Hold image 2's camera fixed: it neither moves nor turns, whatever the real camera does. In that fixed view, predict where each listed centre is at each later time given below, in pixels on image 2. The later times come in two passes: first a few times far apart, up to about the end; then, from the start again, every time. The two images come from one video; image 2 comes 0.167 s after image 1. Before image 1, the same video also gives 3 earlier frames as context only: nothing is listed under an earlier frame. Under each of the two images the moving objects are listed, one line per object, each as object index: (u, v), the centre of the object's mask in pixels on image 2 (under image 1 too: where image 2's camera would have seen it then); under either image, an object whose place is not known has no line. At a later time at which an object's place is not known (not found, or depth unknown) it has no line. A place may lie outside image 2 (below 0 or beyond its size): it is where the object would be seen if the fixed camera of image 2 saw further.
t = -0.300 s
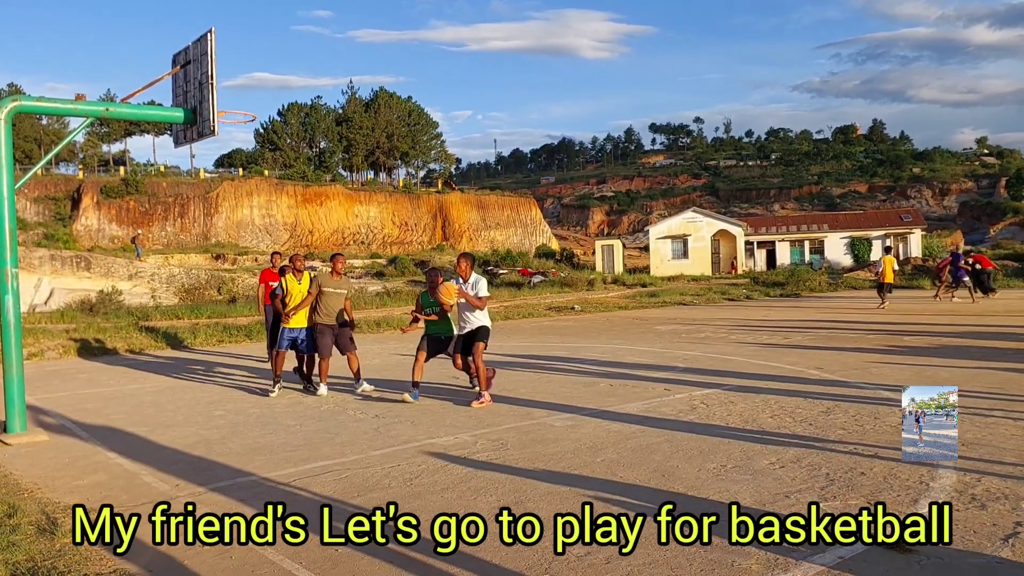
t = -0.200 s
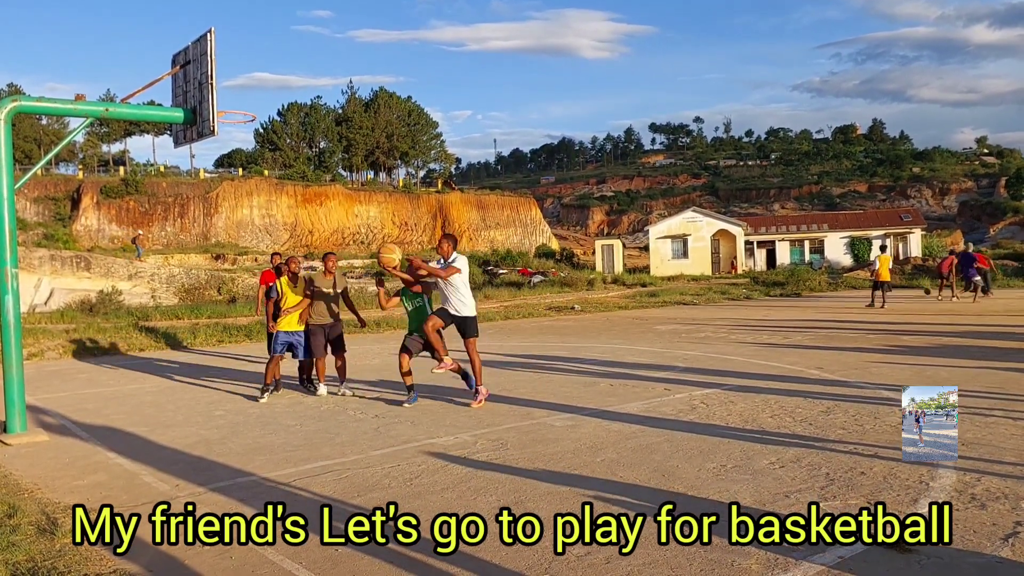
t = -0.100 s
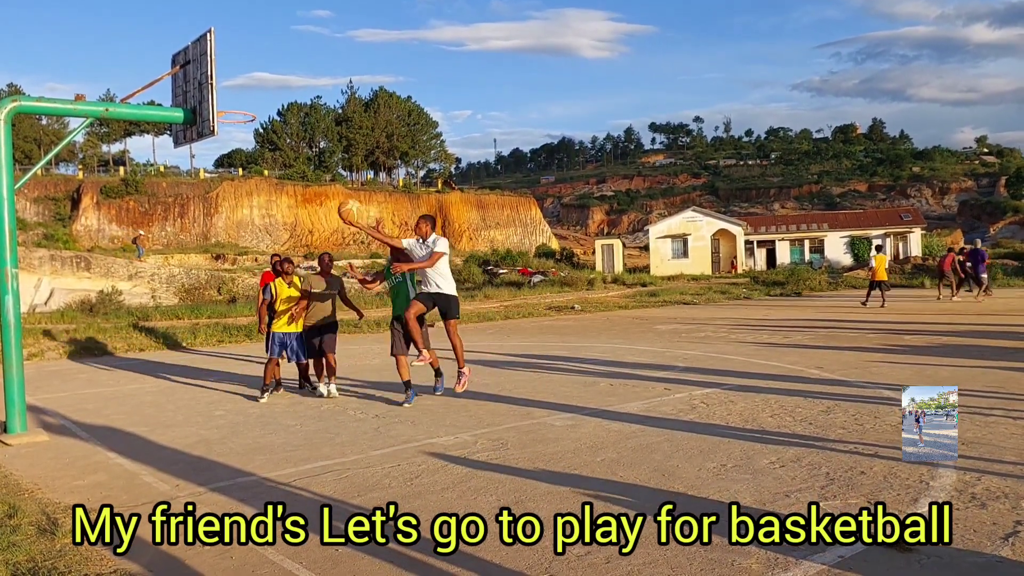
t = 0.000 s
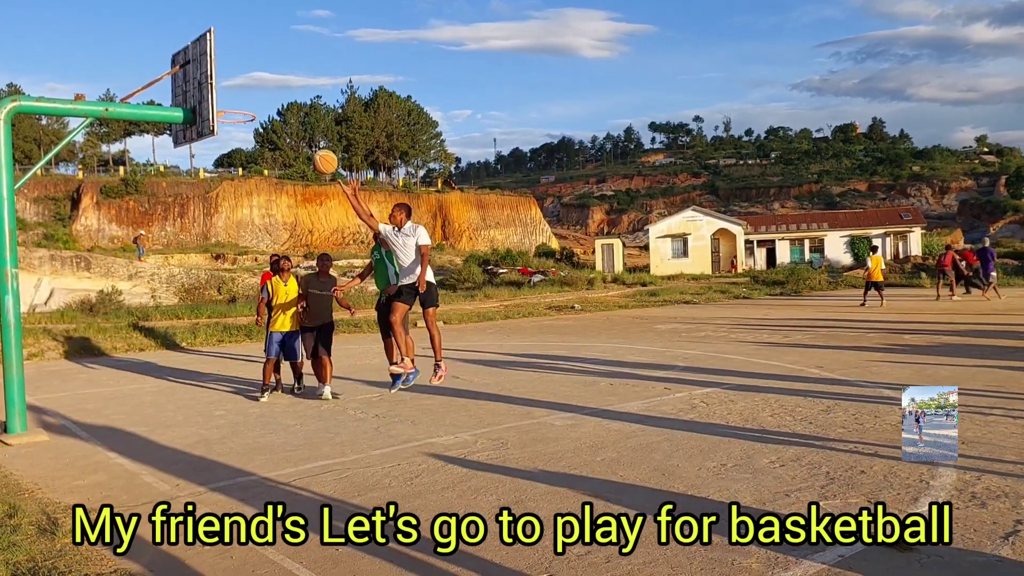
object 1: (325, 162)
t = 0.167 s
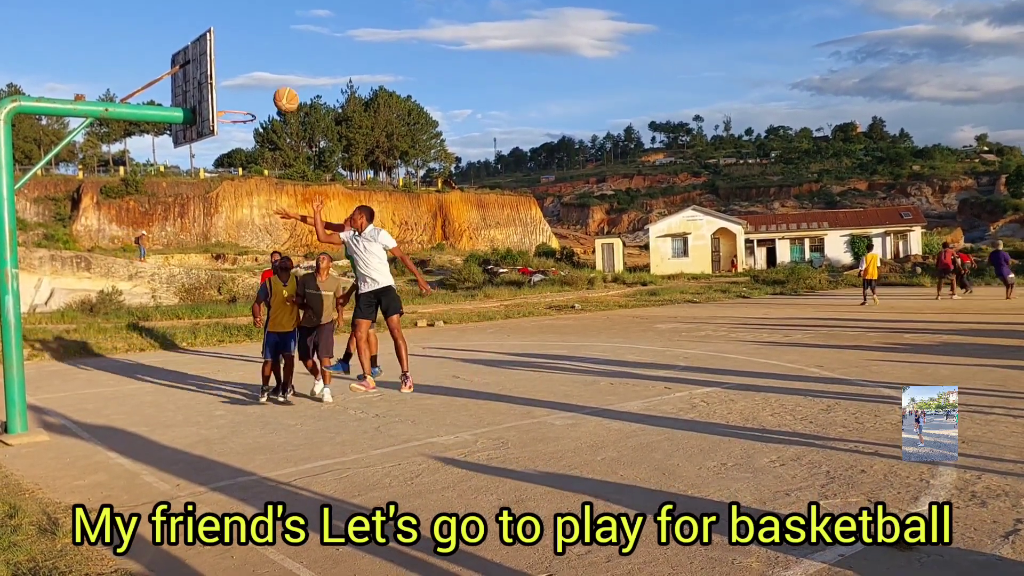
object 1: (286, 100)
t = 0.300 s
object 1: (255, 70)
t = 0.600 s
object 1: (228, 61)
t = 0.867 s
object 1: (252, 102)
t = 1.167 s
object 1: (260, 114)
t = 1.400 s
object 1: (272, 159)
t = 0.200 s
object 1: (278, 90)
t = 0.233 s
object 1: (270, 82)
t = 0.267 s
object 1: (263, 75)
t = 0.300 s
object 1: (255, 70)
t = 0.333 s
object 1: (248, 65)
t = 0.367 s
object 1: (240, 62)
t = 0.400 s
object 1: (233, 59)
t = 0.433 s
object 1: (227, 58)
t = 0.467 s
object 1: (222, 58)
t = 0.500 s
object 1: (221, 58)
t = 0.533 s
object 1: (223, 58)
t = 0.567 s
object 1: (225, 59)
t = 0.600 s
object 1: (228, 61)
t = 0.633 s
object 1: (232, 64)
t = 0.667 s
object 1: (235, 69)
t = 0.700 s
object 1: (239, 74)
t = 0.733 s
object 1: (242, 81)
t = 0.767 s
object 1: (245, 88)
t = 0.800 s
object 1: (249, 96)
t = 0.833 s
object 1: (252, 103)
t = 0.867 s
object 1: (252, 102)
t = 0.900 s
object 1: (252, 101)
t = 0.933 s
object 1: (253, 102)
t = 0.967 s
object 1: (253, 103)
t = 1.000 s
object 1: (254, 105)
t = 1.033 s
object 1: (254, 109)
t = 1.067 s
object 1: (255, 109)
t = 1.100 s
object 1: (257, 110)
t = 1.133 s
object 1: (258, 112)
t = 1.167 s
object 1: (260, 114)
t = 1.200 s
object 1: (261, 118)
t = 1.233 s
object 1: (263, 123)
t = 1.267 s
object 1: (265, 128)
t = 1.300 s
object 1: (266, 135)
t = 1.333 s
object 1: (268, 142)
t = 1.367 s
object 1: (270, 150)
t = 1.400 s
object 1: (272, 159)
